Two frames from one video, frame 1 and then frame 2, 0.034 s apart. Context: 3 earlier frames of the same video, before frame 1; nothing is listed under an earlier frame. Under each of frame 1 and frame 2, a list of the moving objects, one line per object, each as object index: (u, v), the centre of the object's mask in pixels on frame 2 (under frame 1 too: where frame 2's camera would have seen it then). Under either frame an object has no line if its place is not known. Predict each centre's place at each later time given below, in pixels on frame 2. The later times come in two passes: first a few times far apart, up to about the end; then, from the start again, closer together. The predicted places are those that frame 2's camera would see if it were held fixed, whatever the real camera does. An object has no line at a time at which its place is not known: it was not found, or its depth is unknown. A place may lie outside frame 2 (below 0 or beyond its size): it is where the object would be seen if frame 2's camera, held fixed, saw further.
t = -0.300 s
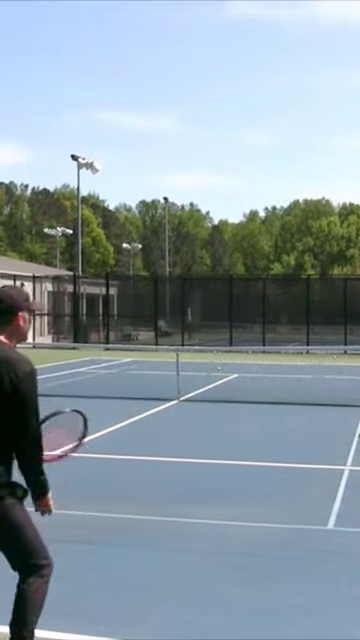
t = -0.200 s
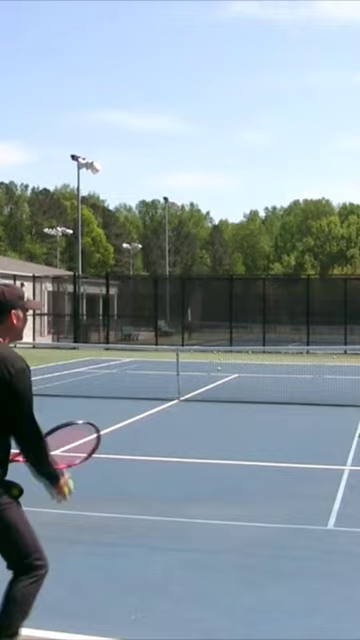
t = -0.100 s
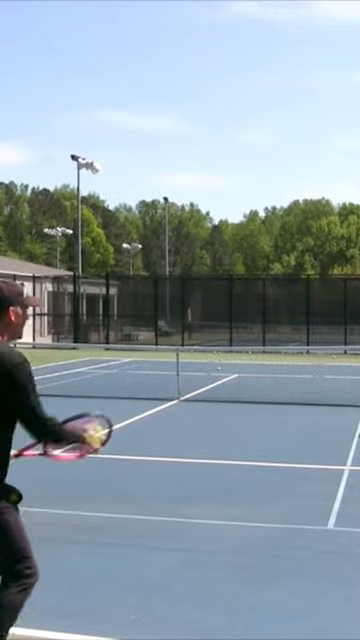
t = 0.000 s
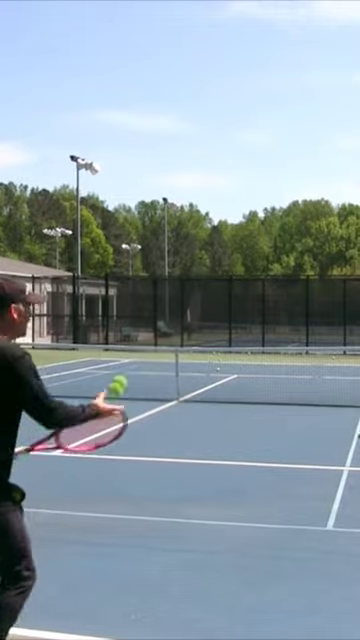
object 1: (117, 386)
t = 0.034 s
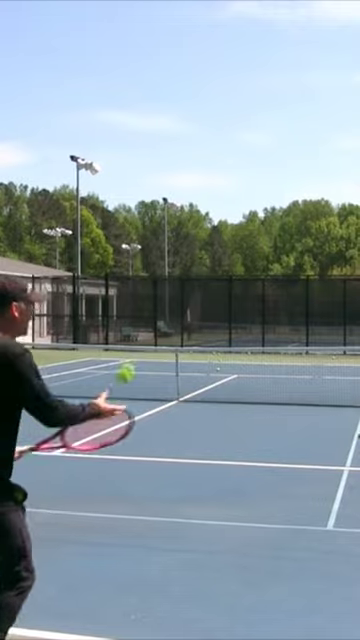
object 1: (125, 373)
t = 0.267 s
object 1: (178, 352)
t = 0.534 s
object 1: (237, 472)
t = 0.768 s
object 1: (280, 624)
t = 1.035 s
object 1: (315, 484)
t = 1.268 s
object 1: (344, 485)
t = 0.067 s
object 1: (134, 362)
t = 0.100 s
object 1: (141, 354)
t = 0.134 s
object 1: (149, 349)
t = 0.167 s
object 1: (156, 346)
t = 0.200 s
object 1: (164, 345)
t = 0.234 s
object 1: (171, 347)
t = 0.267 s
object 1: (178, 352)
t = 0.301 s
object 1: (186, 358)
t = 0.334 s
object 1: (193, 367)
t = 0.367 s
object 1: (200, 378)
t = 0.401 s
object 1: (208, 392)
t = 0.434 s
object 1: (215, 408)
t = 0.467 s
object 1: (222, 427)
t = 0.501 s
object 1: (230, 449)
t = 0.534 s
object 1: (237, 472)
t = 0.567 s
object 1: (244, 497)
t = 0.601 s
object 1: (250, 526)
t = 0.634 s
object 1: (257, 556)
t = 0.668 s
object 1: (263, 588)
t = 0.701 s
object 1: (269, 623)
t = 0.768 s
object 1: (280, 624)
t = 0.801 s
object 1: (284, 597)
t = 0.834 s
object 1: (289, 574)
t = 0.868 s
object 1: (294, 554)
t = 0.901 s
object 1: (298, 536)
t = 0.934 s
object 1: (302, 519)
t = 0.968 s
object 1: (306, 505)
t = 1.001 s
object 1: (311, 493)
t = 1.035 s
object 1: (315, 484)
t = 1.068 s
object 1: (319, 478)
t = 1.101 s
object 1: (323, 473)
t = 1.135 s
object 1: (327, 471)
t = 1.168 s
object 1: (332, 470)
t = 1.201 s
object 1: (335, 472)
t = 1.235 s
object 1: (339, 478)
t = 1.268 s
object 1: (344, 485)
